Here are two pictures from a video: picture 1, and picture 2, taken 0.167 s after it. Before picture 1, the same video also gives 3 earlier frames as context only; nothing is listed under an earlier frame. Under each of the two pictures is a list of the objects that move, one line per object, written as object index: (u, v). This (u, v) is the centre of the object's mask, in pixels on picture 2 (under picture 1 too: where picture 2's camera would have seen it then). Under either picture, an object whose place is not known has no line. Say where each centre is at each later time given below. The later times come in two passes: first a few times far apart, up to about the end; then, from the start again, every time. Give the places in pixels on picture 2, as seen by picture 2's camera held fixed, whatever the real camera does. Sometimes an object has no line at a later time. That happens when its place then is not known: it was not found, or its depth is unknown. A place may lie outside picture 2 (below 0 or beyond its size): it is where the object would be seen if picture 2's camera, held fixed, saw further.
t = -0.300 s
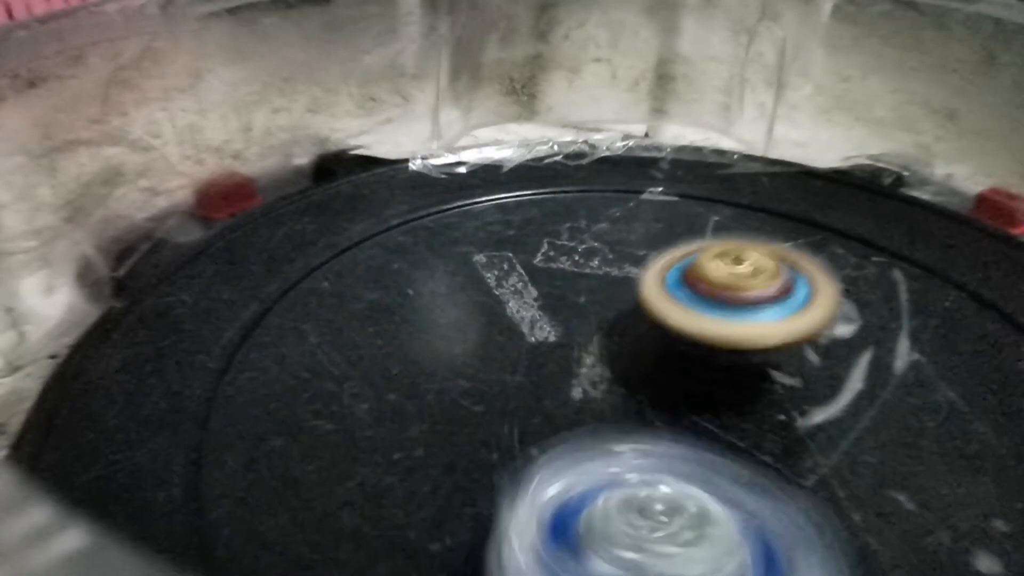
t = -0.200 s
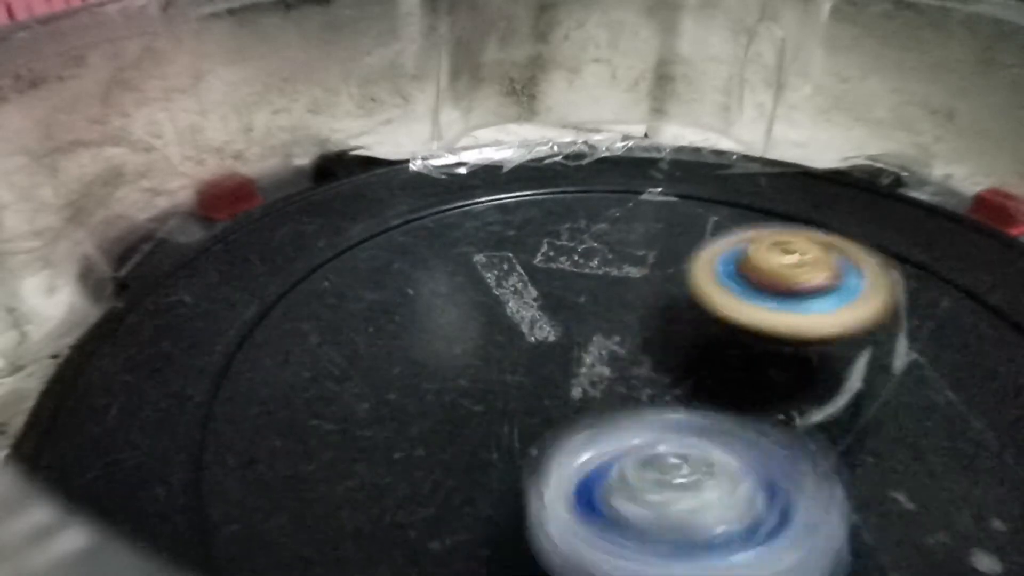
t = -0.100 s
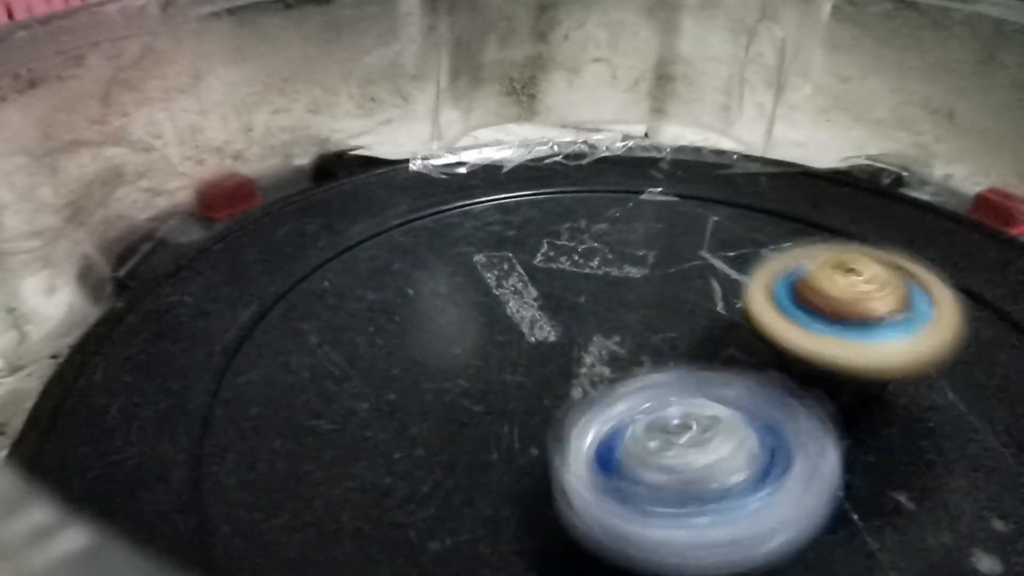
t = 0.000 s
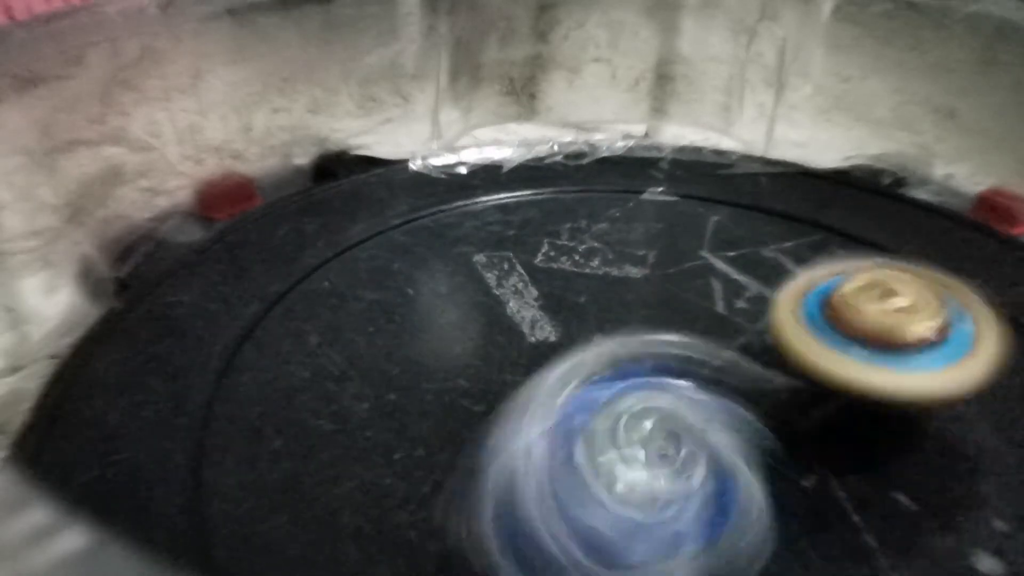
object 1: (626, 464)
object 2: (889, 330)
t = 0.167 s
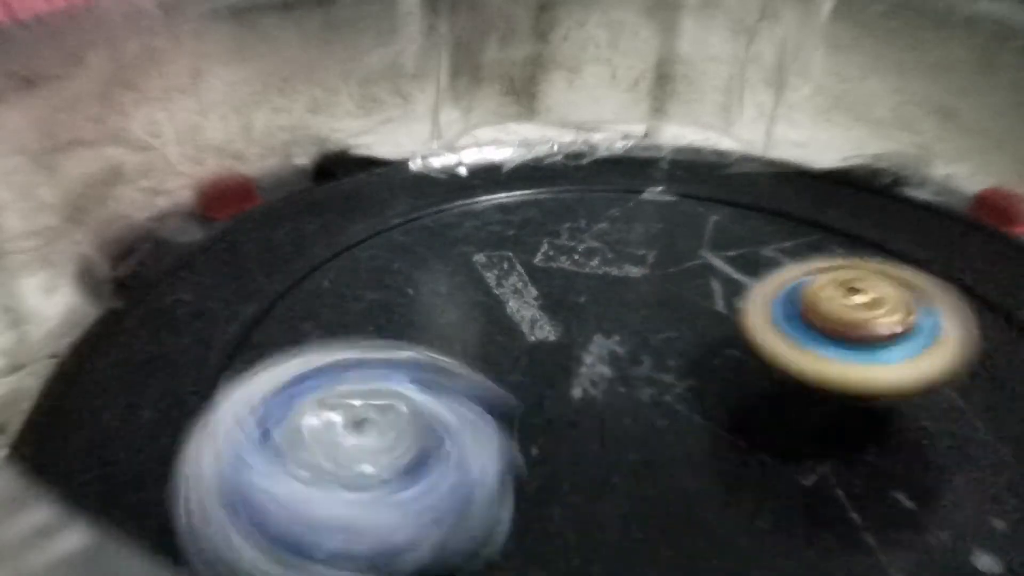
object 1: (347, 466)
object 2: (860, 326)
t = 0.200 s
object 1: (328, 459)
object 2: (838, 331)
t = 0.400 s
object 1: (389, 386)
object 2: (719, 314)
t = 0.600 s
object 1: (459, 348)
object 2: (683, 269)
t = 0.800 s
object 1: (520, 302)
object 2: (689, 260)
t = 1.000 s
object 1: (492, 346)
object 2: (707, 247)
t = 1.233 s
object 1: (560, 365)
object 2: (696, 262)
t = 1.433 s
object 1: (670, 451)
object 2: (656, 298)
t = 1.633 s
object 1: (715, 455)
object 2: (611, 310)
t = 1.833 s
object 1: (748, 446)
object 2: (585, 314)
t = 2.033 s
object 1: (780, 445)
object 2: (580, 325)
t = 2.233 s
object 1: (780, 445)
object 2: (564, 336)
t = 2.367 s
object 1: (752, 449)
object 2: (568, 335)
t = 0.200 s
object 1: (328, 459)
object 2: (838, 331)
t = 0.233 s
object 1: (322, 451)
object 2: (813, 334)
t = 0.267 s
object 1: (322, 446)
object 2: (789, 336)
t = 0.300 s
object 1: (345, 425)
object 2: (766, 334)
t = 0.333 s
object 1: (358, 413)
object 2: (746, 329)
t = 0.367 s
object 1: (371, 396)
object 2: (731, 324)
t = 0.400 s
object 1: (389, 386)
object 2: (719, 314)
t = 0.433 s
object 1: (409, 378)
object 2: (707, 304)
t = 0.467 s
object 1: (418, 371)
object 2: (695, 295)
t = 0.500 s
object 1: (428, 367)
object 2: (685, 287)
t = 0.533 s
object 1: (444, 359)
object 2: (681, 280)
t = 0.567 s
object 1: (450, 352)
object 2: (680, 273)
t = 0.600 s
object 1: (459, 348)
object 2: (683, 269)
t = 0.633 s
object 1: (467, 341)
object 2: (685, 268)
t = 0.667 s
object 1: (481, 330)
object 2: (689, 267)
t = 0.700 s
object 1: (491, 323)
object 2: (692, 266)
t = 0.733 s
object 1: (499, 317)
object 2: (693, 265)
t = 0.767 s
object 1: (512, 308)
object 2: (691, 262)
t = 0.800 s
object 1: (520, 302)
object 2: (689, 260)
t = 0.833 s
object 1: (504, 310)
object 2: (694, 248)
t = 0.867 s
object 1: (500, 319)
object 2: (706, 239)
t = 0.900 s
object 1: (478, 328)
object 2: (714, 237)
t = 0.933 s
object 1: (479, 343)
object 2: (713, 239)
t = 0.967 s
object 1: (479, 341)
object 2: (710, 244)
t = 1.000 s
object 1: (492, 346)
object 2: (707, 247)
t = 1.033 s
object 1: (501, 340)
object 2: (704, 251)
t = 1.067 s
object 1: (511, 335)
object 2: (702, 256)
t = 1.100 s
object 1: (521, 336)
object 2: (698, 262)
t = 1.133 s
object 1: (521, 339)
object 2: (695, 267)
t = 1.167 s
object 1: (543, 341)
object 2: (692, 272)
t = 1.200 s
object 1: (551, 344)
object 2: (697, 266)
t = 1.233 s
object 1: (560, 365)
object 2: (696, 262)
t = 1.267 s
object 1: (582, 387)
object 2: (691, 262)
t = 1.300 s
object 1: (617, 402)
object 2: (688, 266)
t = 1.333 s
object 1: (638, 415)
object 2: (686, 274)
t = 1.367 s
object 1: (648, 421)
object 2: (679, 285)
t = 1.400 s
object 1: (658, 434)
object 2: (670, 292)
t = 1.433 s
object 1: (670, 451)
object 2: (656, 298)
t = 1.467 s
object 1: (688, 458)
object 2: (645, 304)
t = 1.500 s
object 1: (705, 457)
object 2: (638, 311)
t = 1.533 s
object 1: (712, 457)
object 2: (632, 316)
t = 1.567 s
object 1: (714, 453)
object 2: (627, 317)
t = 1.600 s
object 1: (716, 452)
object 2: (621, 314)
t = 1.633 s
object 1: (715, 455)
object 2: (611, 310)
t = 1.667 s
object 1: (717, 460)
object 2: (602, 306)
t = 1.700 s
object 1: (718, 461)
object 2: (593, 304)
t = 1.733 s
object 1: (728, 462)
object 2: (587, 305)
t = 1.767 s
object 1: (733, 456)
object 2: (584, 308)
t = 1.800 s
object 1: (738, 449)
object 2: (583, 309)
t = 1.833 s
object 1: (748, 446)
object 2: (585, 314)
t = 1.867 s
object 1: (760, 446)
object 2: (588, 317)
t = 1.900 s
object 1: (767, 446)
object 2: (591, 320)
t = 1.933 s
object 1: (772, 446)
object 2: (592, 321)
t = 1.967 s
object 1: (776, 445)
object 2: (590, 322)
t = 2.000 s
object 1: (778, 446)
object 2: (585, 324)
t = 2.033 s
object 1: (780, 445)
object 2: (580, 325)
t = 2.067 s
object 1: (780, 445)
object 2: (576, 330)
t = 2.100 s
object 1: (781, 445)
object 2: (574, 333)
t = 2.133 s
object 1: (784, 446)
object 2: (571, 337)
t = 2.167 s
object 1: (788, 450)
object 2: (566, 336)
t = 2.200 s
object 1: (786, 448)
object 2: (564, 336)
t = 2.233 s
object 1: (780, 445)
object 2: (564, 336)
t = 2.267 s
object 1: (775, 446)
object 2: (564, 335)
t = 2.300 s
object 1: (770, 447)
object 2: (565, 335)
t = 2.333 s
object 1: (762, 446)
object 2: (566, 336)
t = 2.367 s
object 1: (752, 449)
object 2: (568, 335)
